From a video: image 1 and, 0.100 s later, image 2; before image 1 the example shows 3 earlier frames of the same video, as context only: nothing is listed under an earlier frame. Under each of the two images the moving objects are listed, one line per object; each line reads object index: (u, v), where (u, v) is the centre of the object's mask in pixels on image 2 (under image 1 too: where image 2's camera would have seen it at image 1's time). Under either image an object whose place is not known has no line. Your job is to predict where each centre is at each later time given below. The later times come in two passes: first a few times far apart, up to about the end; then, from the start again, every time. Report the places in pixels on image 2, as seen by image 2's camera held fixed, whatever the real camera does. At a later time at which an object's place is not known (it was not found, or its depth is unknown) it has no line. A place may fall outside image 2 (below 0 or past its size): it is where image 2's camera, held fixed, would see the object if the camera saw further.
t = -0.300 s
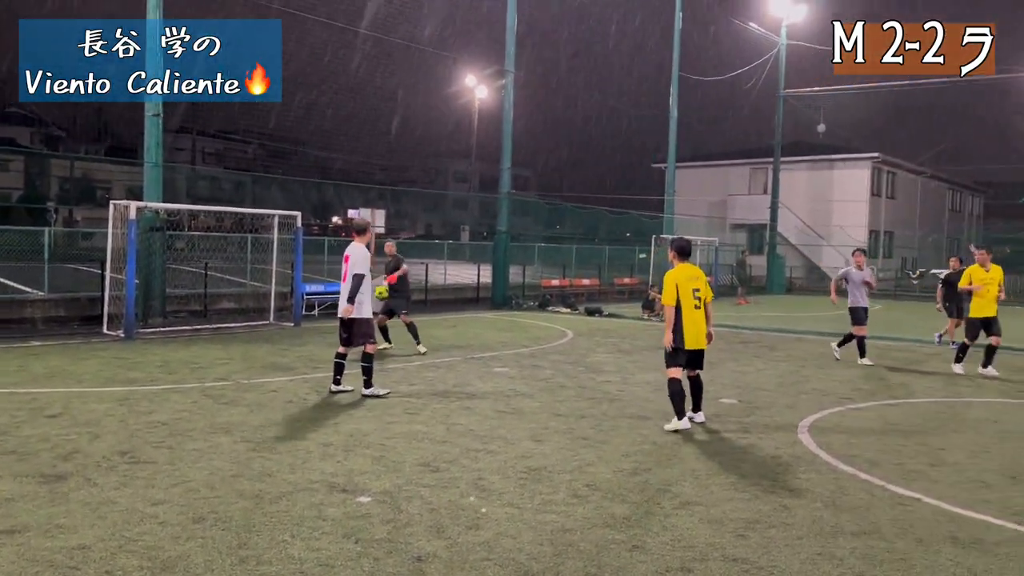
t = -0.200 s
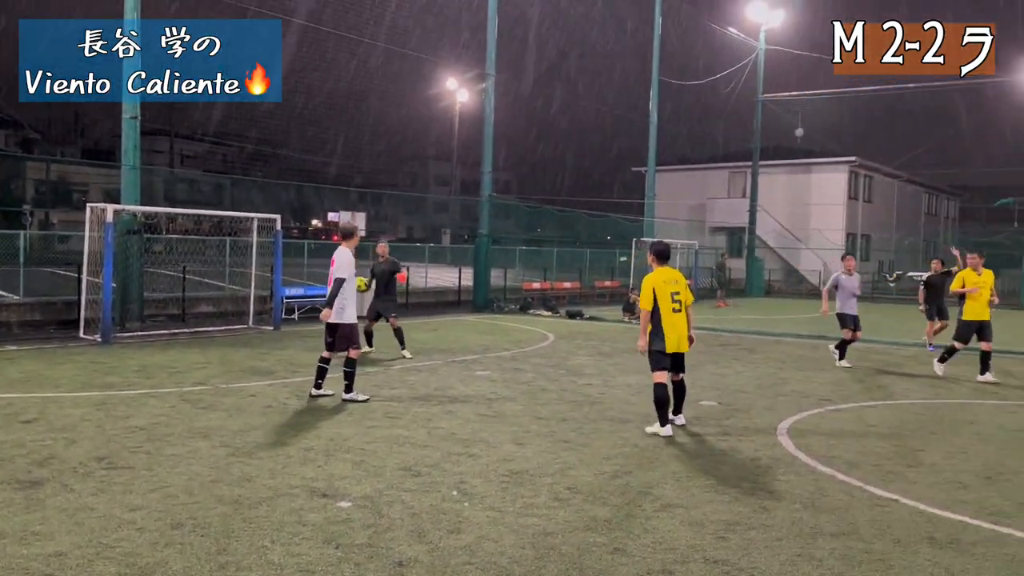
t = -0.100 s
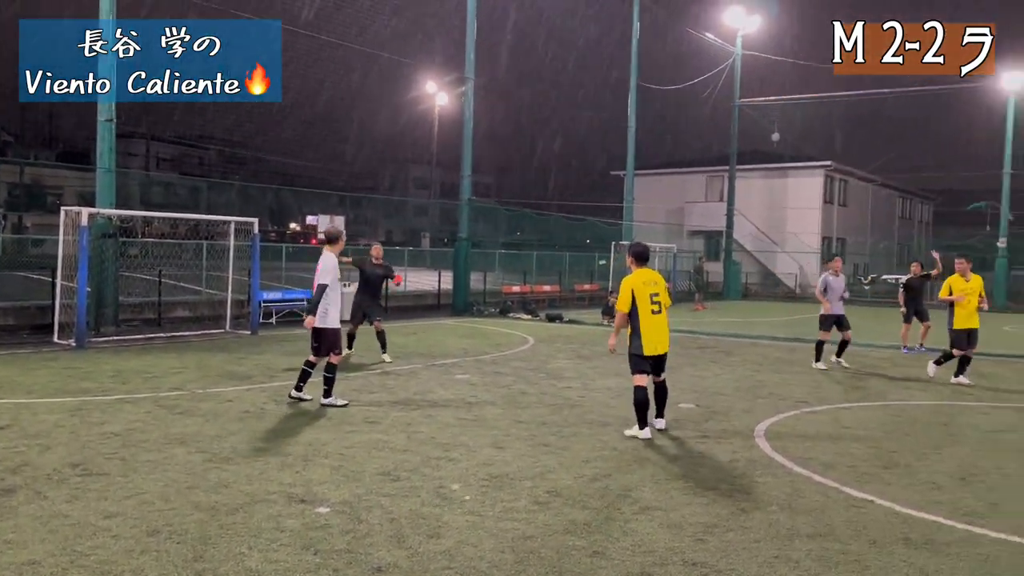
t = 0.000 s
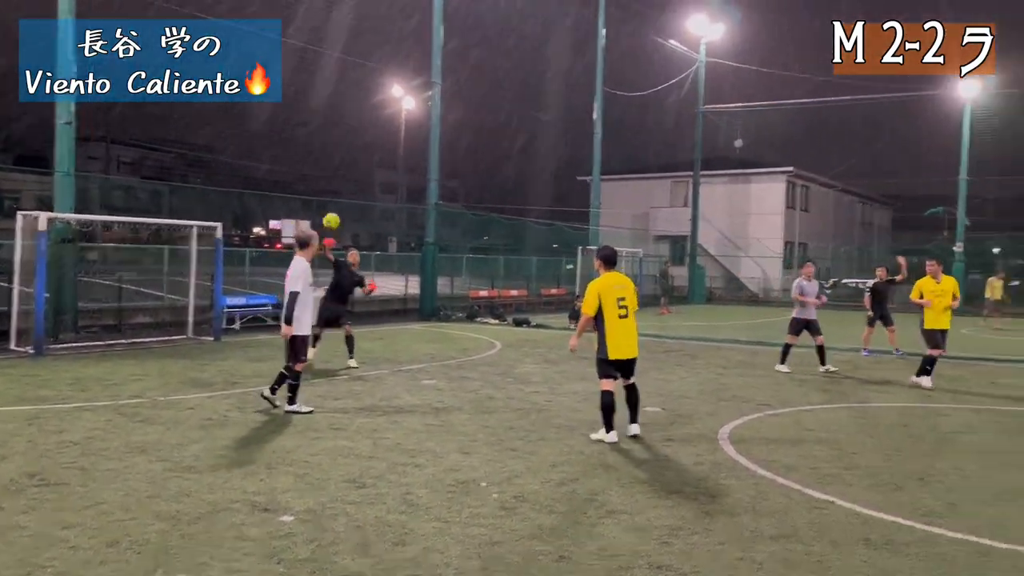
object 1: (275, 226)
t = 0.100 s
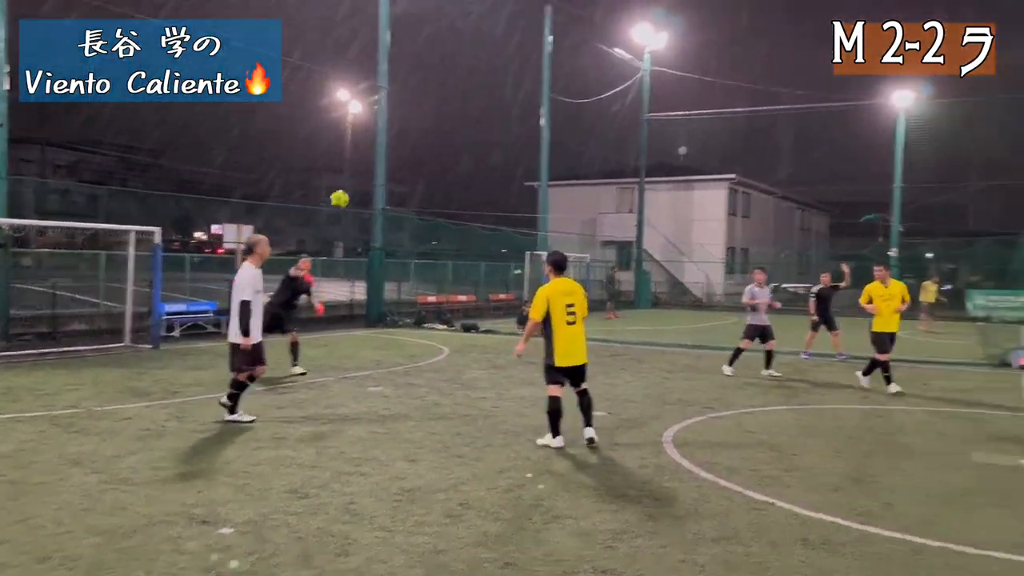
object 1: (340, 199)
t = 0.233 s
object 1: (440, 169)
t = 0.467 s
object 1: (680, 138)
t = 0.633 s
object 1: (940, 140)
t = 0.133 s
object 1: (362, 191)
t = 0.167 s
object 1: (387, 183)
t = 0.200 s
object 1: (413, 176)
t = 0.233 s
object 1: (440, 169)
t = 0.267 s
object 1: (468, 163)
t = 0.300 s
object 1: (498, 157)
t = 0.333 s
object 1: (531, 151)
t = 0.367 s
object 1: (564, 147)
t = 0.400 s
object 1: (600, 142)
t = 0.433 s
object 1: (639, 139)
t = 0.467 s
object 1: (680, 138)
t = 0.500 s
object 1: (725, 135)
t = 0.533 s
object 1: (774, 134)
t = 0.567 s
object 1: (827, 134)
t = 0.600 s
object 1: (880, 137)
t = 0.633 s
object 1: (940, 140)
